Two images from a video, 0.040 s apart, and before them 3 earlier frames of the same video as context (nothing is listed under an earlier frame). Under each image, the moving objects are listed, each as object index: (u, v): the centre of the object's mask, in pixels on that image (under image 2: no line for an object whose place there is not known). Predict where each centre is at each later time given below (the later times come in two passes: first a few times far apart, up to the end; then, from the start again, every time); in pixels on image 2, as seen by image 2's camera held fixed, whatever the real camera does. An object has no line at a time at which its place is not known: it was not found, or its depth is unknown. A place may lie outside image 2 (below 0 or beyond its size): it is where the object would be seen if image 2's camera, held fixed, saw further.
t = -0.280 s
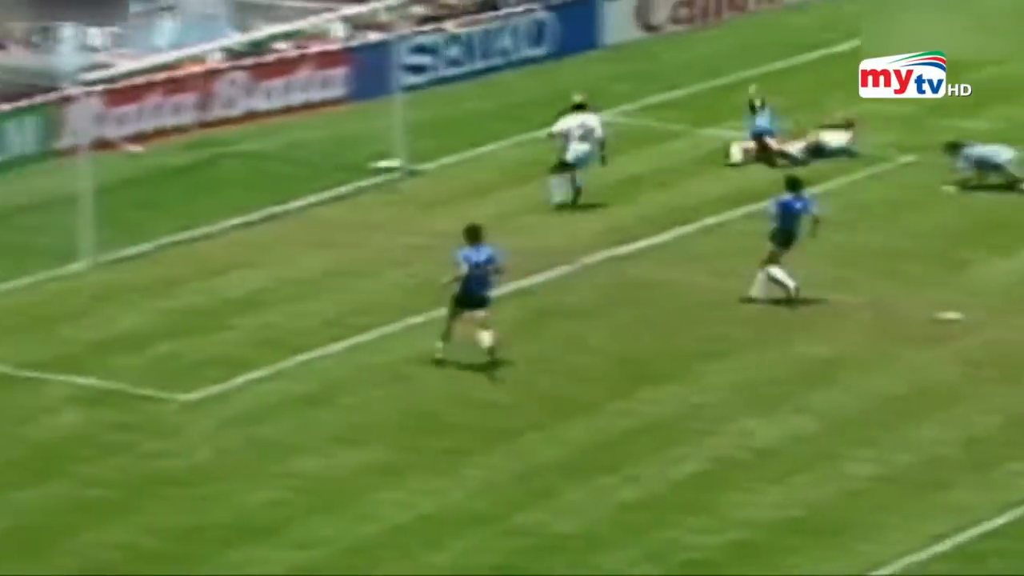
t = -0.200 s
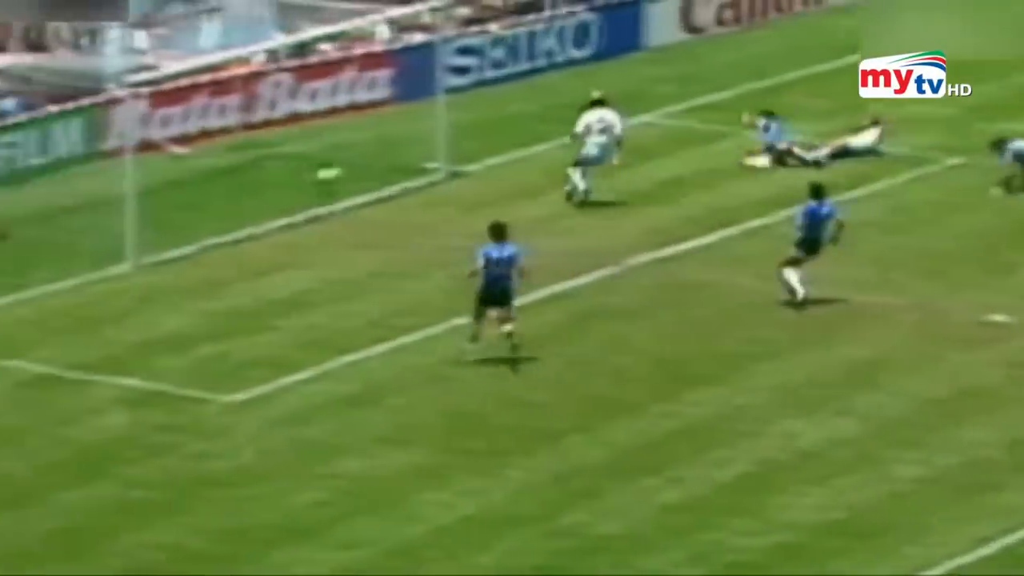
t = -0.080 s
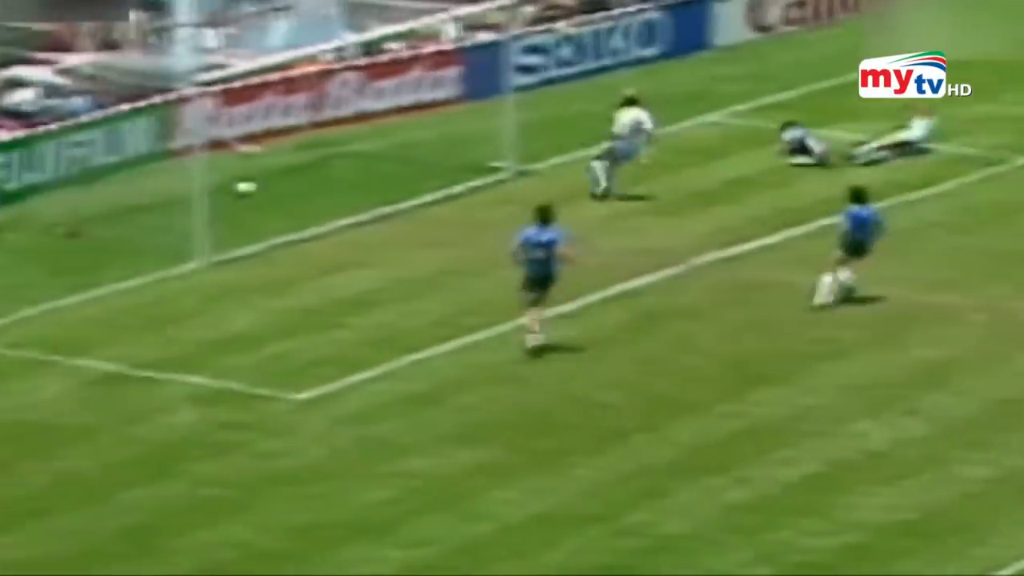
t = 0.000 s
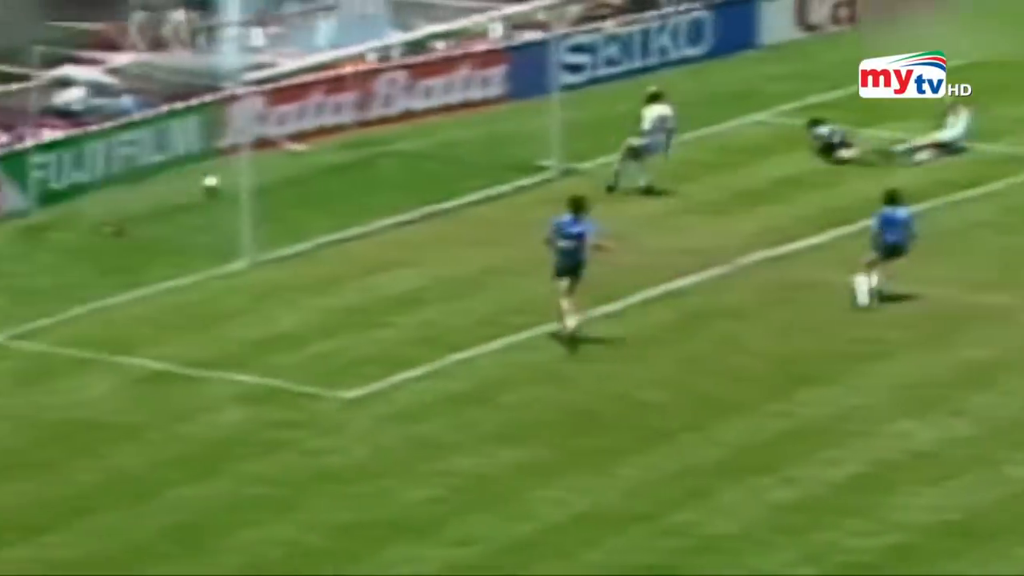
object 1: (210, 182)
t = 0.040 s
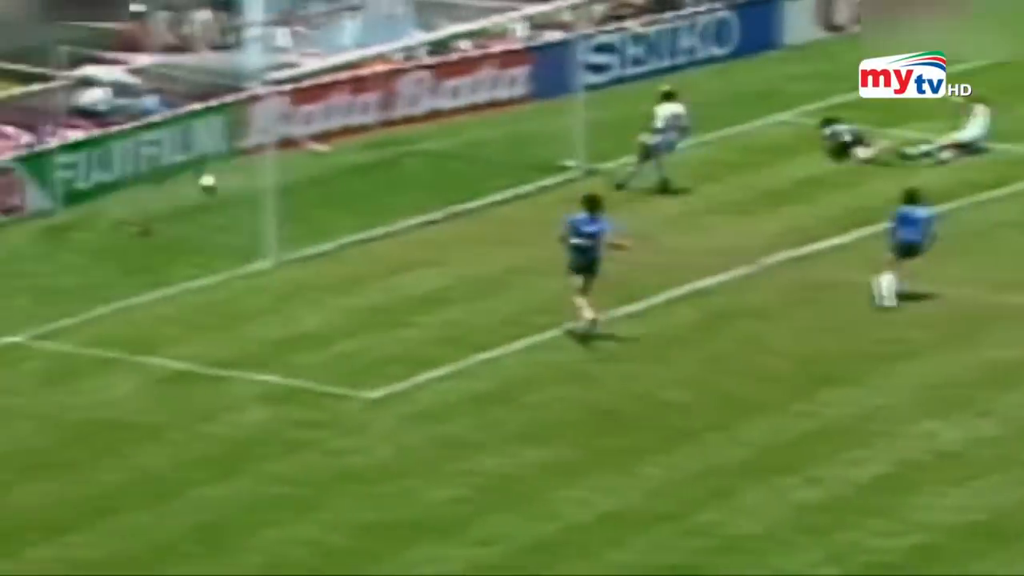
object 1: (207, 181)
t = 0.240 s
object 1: (170, 176)
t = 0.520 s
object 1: (169, 187)
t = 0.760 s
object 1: (165, 228)
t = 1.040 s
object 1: (174, 221)
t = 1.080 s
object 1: (178, 221)
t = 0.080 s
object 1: (194, 181)
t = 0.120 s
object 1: (185, 181)
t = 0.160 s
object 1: (177, 179)
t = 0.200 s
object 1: (173, 177)
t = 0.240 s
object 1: (170, 176)
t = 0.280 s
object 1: (170, 174)
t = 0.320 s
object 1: (170, 174)
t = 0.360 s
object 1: (169, 175)
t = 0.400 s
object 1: (169, 177)
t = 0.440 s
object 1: (169, 179)
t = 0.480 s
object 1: (169, 183)
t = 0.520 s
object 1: (169, 187)
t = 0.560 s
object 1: (168, 194)
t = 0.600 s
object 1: (169, 201)
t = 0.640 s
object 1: (168, 210)
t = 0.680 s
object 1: (168, 219)
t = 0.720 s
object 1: (167, 228)
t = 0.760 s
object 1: (165, 228)
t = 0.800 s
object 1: (164, 227)
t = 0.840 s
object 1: (163, 225)
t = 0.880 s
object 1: (164, 224)
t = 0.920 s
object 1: (164, 223)
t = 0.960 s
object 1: (166, 223)
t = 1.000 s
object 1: (170, 222)
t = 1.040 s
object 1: (174, 221)
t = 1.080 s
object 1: (178, 221)
